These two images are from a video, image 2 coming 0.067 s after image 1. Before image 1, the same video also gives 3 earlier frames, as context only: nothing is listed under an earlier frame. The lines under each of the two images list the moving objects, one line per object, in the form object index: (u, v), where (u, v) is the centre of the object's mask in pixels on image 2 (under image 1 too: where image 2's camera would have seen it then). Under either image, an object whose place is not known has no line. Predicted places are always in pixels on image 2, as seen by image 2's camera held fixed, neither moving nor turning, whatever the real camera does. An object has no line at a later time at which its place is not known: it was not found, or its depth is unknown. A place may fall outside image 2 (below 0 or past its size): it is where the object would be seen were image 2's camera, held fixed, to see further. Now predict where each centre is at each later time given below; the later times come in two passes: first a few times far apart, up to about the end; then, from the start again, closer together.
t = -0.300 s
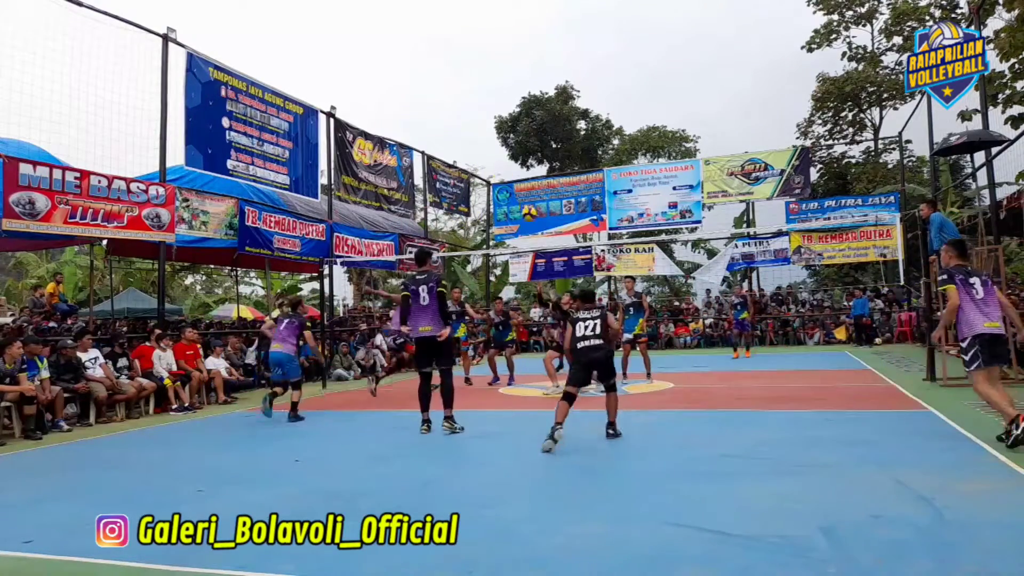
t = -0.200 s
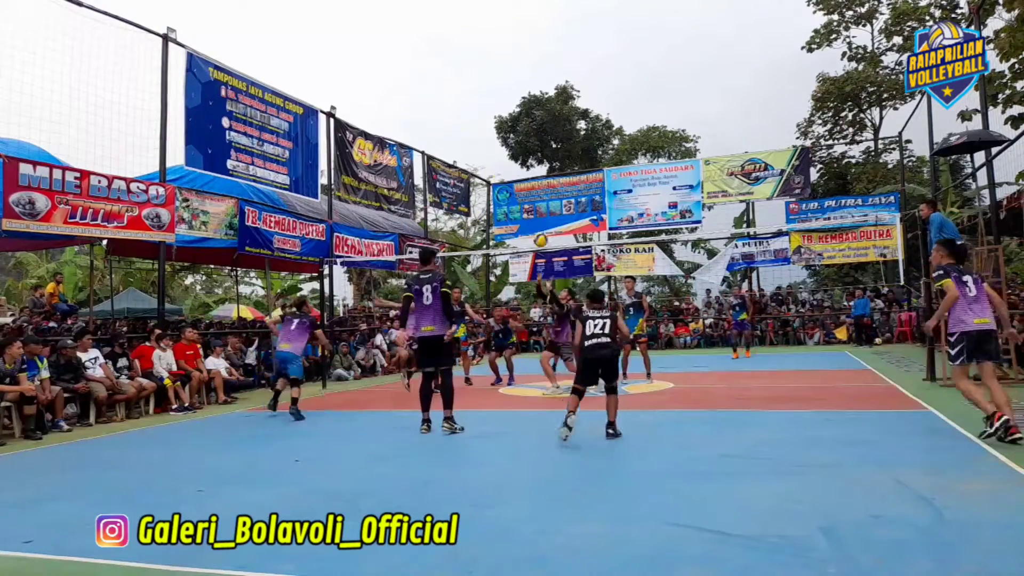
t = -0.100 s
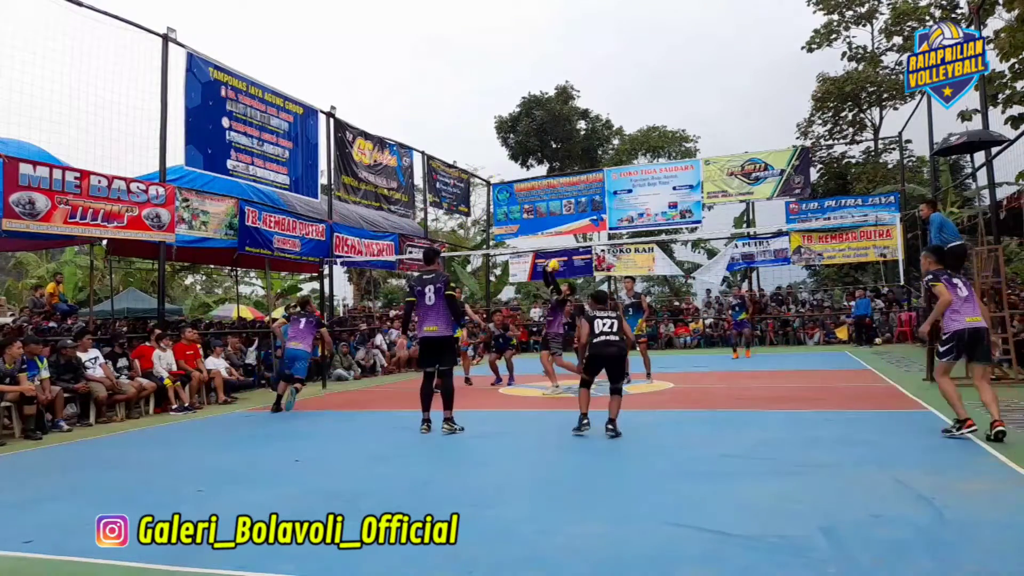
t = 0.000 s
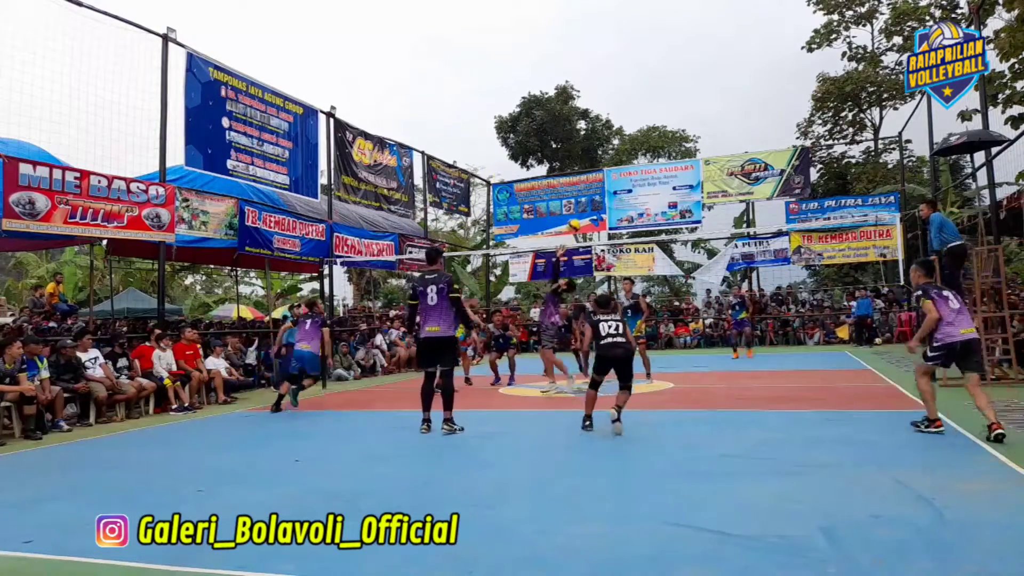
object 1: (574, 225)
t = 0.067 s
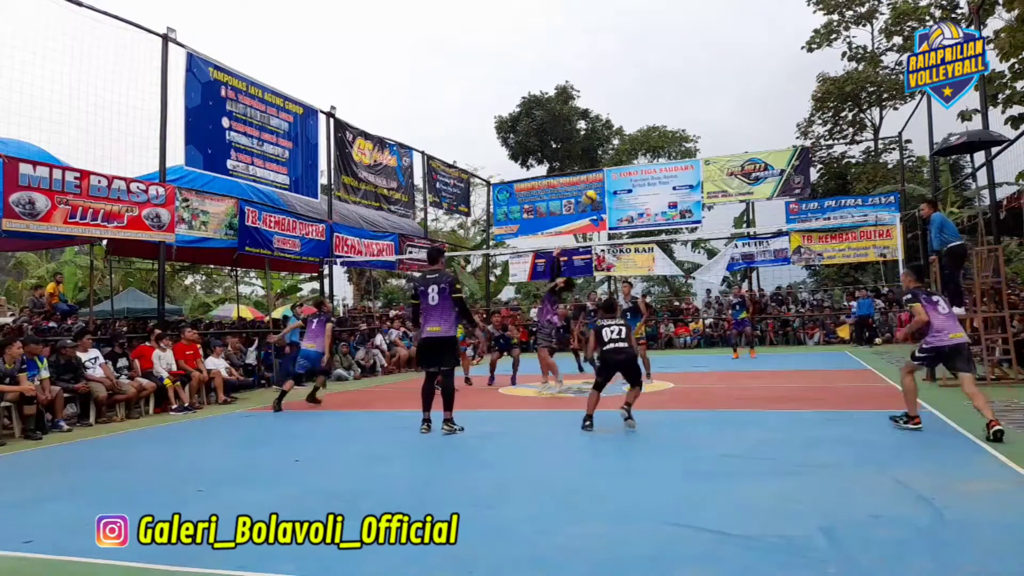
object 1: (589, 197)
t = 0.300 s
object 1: (645, 121)
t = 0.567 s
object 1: (711, 76)
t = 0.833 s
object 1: (780, 82)
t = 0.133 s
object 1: (605, 172)
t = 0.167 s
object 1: (612, 160)
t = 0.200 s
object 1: (621, 148)
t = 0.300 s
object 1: (645, 121)
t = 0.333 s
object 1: (652, 112)
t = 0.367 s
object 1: (661, 105)
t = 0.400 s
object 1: (669, 98)
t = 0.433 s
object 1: (677, 92)
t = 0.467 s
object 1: (686, 87)
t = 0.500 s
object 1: (694, 83)
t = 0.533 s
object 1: (702, 79)
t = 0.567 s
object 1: (711, 76)
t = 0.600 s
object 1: (719, 74)
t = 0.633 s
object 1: (728, 73)
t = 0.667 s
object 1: (737, 72)
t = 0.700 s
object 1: (745, 73)
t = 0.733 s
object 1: (754, 74)
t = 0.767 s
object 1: (763, 76)
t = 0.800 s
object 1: (771, 79)
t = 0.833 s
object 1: (780, 82)
